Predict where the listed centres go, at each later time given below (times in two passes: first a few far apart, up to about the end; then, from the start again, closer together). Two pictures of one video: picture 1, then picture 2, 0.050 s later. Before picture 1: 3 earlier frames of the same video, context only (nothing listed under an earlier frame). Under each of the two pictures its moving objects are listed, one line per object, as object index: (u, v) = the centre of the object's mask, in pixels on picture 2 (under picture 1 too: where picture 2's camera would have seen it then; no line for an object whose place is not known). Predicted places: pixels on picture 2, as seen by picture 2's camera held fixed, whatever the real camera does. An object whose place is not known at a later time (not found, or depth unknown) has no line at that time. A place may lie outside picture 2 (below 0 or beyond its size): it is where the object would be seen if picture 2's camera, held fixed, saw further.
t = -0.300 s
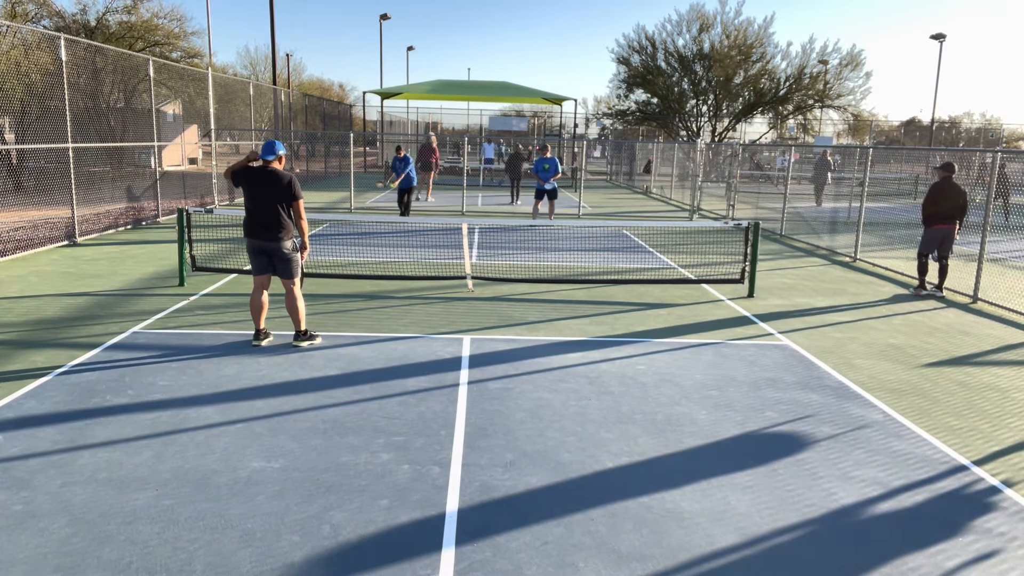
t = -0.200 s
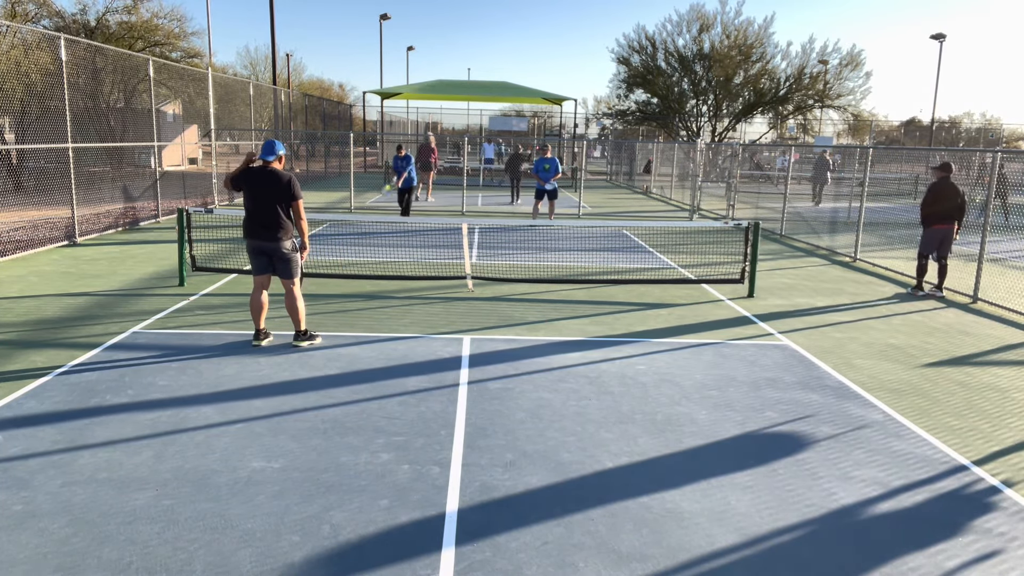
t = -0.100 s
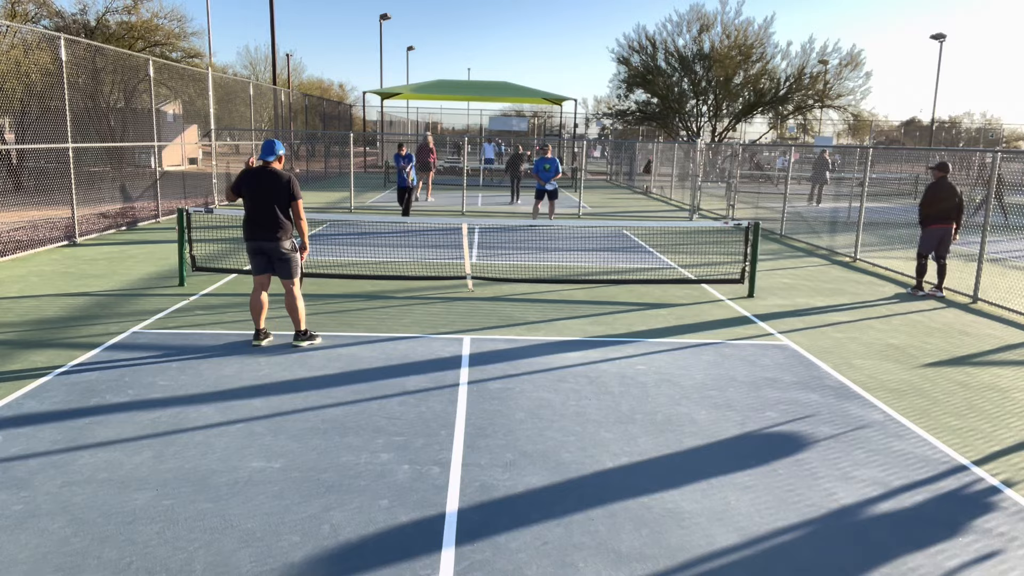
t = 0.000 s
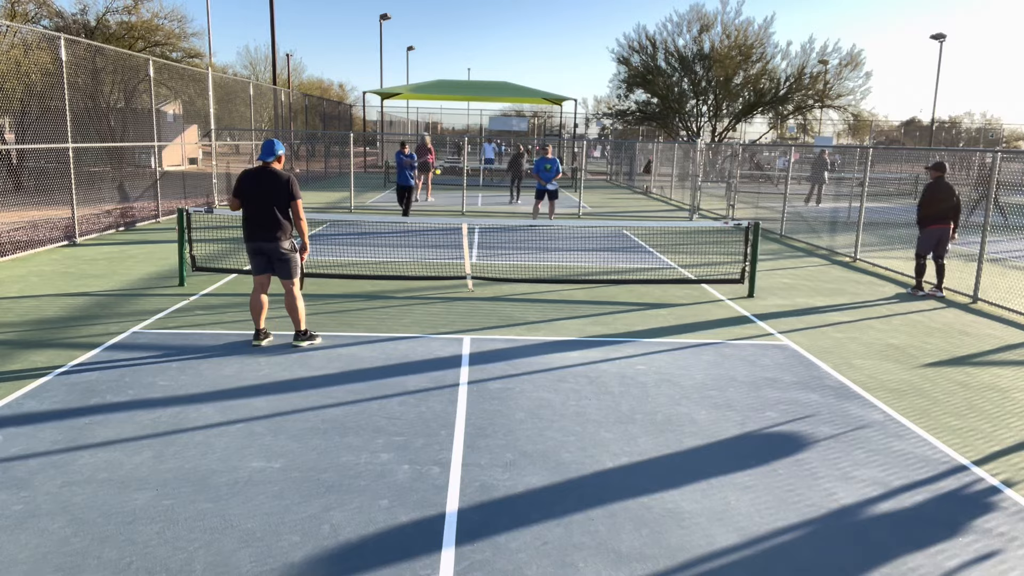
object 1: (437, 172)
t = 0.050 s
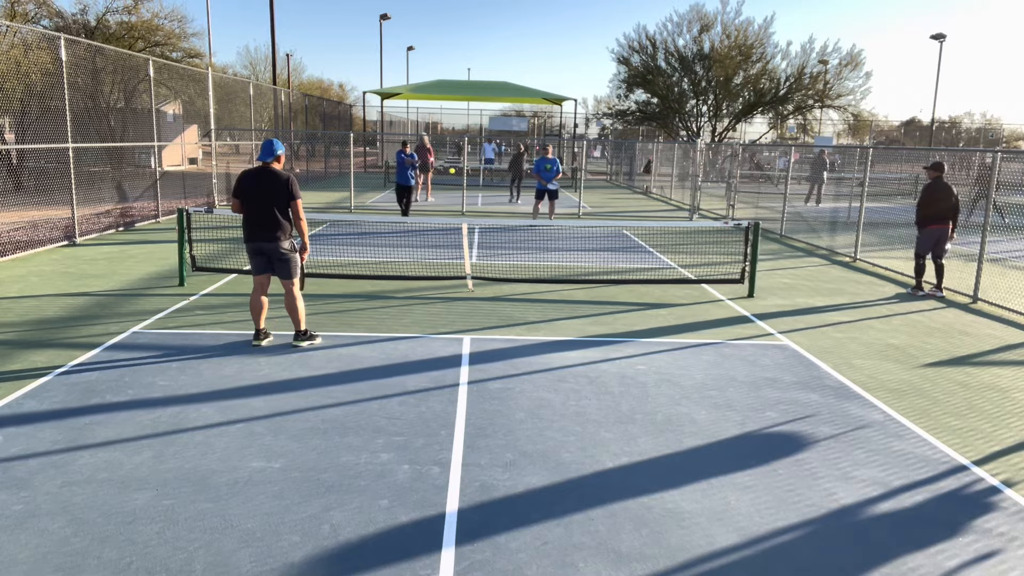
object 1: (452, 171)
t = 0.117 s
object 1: (471, 172)
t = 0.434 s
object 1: (583, 235)
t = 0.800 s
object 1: (758, 345)
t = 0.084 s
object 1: (461, 171)
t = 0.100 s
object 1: (467, 171)
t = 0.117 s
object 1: (471, 172)
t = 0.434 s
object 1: (583, 235)
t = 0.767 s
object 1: (740, 343)
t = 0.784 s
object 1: (749, 344)
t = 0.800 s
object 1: (758, 345)
